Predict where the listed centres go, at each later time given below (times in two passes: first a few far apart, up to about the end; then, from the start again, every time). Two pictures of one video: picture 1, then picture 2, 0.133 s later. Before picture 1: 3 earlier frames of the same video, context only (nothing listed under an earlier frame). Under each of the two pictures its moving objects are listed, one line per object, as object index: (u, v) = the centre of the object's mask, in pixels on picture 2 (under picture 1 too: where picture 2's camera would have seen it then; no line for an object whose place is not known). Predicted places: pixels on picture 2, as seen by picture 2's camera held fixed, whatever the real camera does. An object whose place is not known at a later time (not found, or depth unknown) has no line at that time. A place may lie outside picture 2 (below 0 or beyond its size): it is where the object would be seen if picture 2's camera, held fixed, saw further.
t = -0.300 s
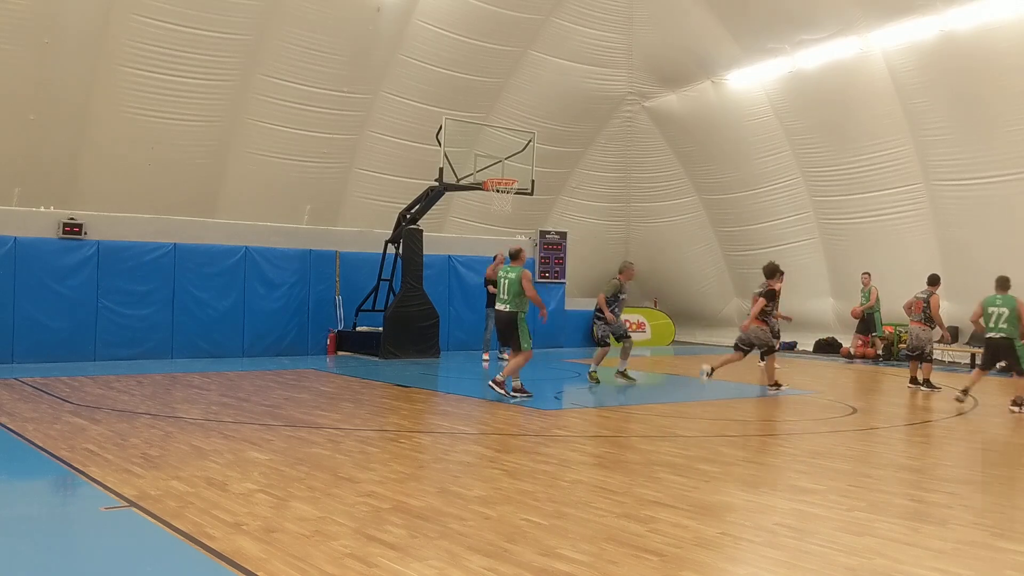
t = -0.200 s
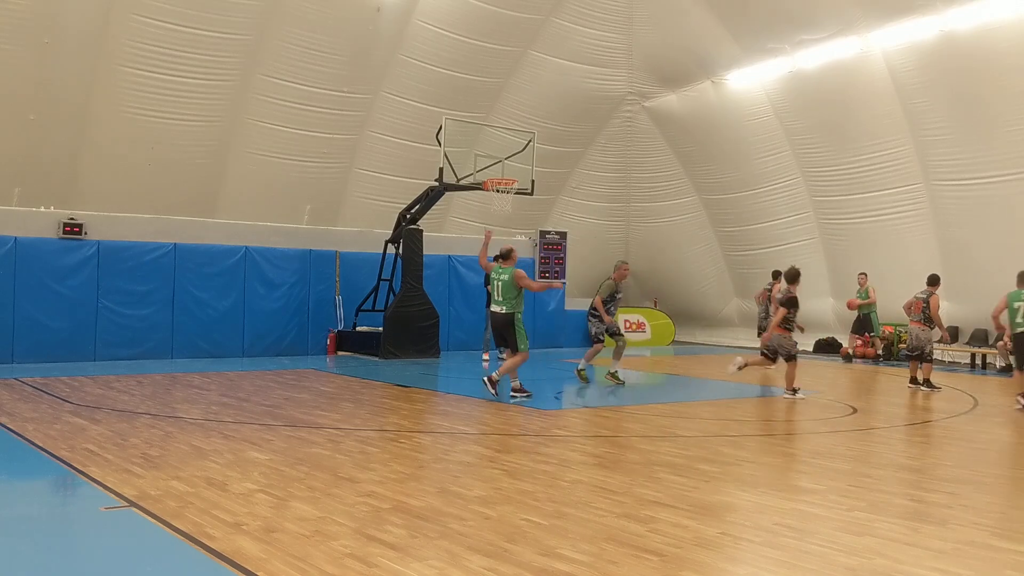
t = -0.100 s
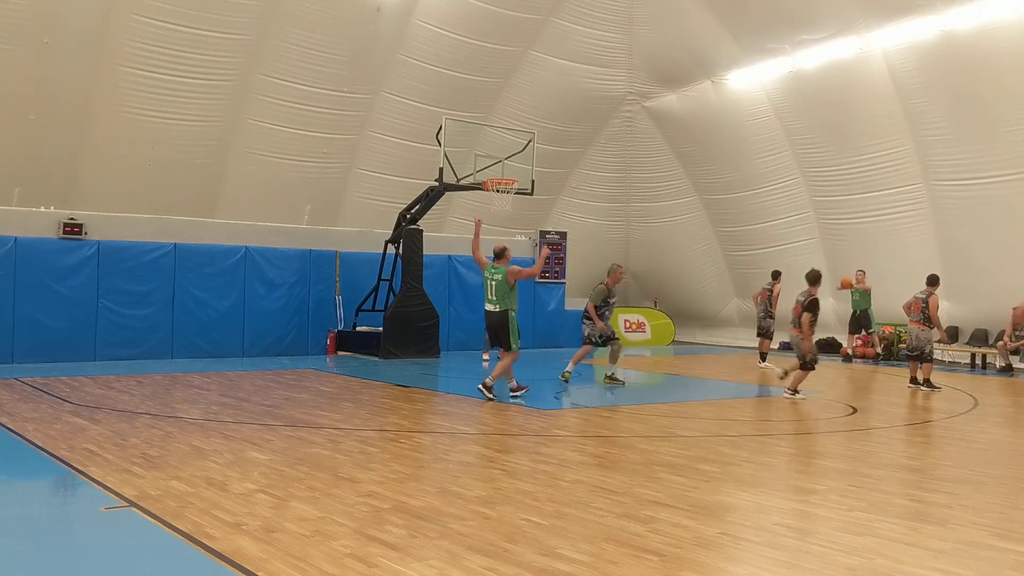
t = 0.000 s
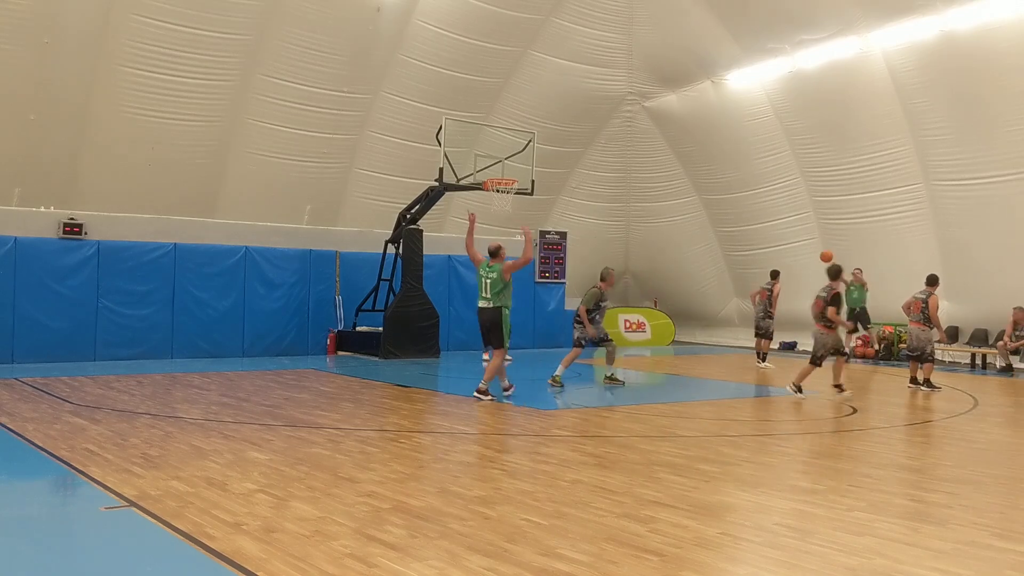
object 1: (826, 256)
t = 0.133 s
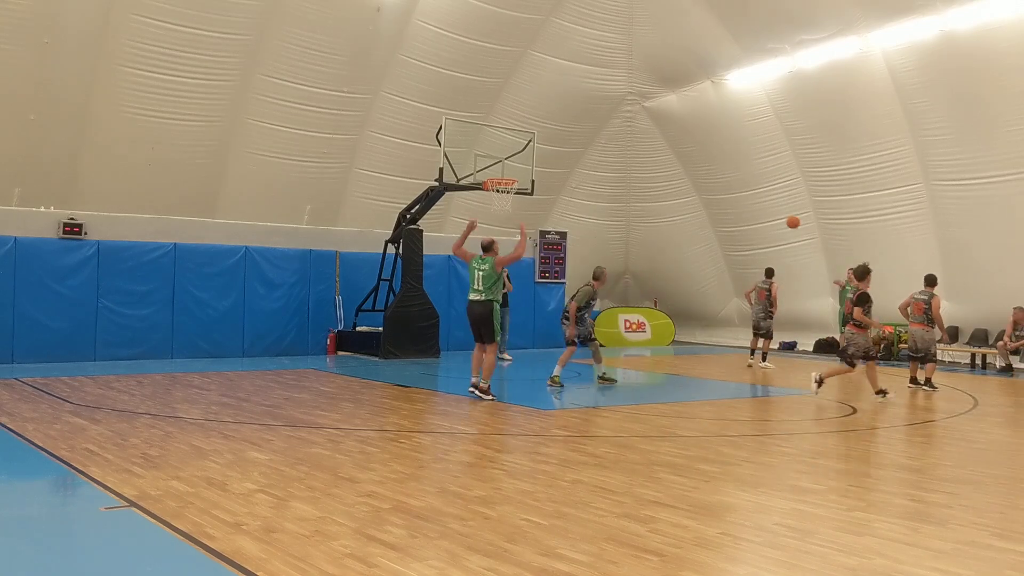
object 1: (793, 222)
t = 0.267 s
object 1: (756, 194)
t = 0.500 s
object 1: (686, 165)
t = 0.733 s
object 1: (601, 165)
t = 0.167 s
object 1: (784, 215)
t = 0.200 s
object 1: (775, 207)
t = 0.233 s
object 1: (766, 201)
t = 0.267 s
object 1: (756, 194)
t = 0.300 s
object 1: (747, 189)
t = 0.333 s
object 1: (738, 184)
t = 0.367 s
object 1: (728, 179)
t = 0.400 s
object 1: (718, 174)
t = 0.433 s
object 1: (708, 171)
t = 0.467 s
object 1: (697, 167)
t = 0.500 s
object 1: (686, 165)
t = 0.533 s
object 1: (675, 163)
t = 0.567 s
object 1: (663, 162)
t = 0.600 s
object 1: (652, 161)
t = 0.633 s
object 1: (640, 161)
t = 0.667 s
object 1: (627, 162)
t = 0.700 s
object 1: (614, 163)
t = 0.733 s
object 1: (601, 165)
